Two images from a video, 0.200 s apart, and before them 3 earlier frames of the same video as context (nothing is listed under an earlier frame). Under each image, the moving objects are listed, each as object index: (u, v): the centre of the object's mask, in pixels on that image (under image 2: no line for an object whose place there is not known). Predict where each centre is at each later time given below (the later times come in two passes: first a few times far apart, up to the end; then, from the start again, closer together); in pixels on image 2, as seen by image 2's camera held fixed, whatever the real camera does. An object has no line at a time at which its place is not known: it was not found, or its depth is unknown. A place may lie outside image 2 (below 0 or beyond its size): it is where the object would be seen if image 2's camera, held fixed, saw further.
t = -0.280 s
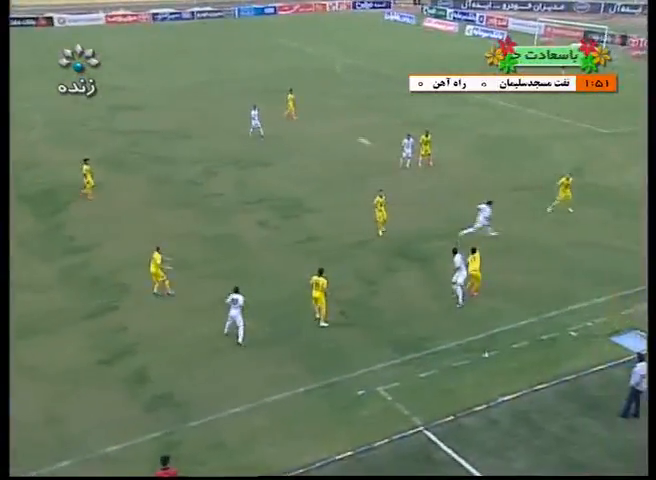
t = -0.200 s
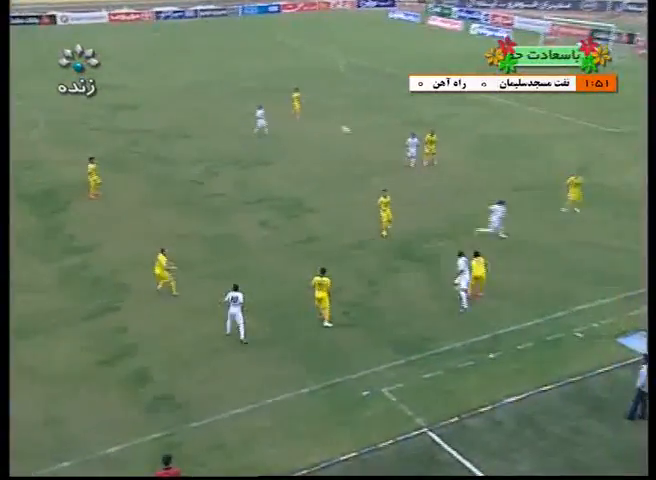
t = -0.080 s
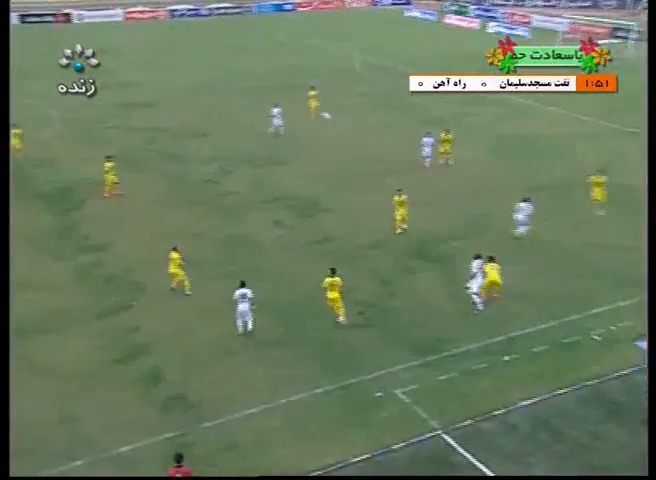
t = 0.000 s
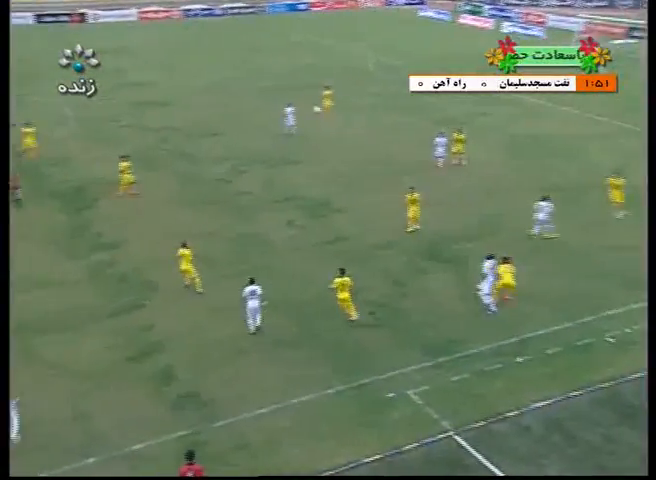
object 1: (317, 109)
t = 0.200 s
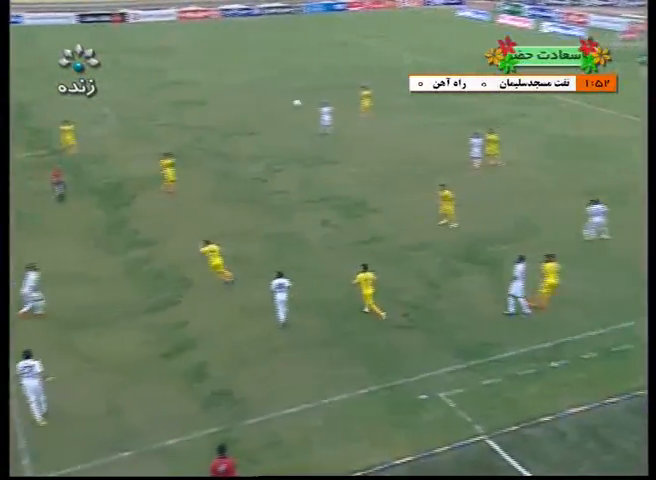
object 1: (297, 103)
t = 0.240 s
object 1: (287, 102)
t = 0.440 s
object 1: (232, 108)
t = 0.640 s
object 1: (178, 129)
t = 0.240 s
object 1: (287, 102)
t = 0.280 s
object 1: (277, 102)
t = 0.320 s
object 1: (267, 103)
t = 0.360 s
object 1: (255, 104)
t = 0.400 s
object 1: (244, 107)
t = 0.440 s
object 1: (232, 108)
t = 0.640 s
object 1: (178, 129)
